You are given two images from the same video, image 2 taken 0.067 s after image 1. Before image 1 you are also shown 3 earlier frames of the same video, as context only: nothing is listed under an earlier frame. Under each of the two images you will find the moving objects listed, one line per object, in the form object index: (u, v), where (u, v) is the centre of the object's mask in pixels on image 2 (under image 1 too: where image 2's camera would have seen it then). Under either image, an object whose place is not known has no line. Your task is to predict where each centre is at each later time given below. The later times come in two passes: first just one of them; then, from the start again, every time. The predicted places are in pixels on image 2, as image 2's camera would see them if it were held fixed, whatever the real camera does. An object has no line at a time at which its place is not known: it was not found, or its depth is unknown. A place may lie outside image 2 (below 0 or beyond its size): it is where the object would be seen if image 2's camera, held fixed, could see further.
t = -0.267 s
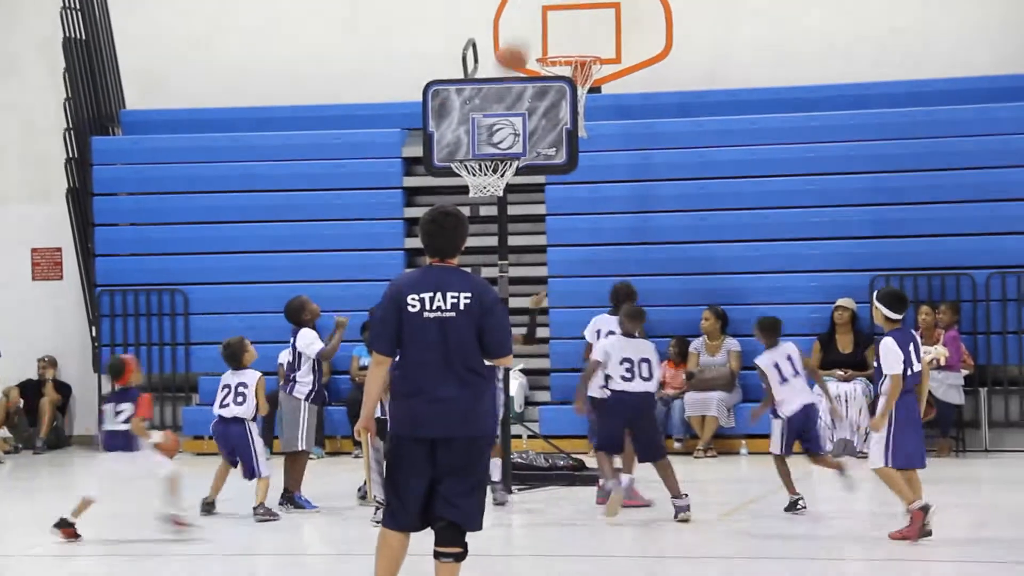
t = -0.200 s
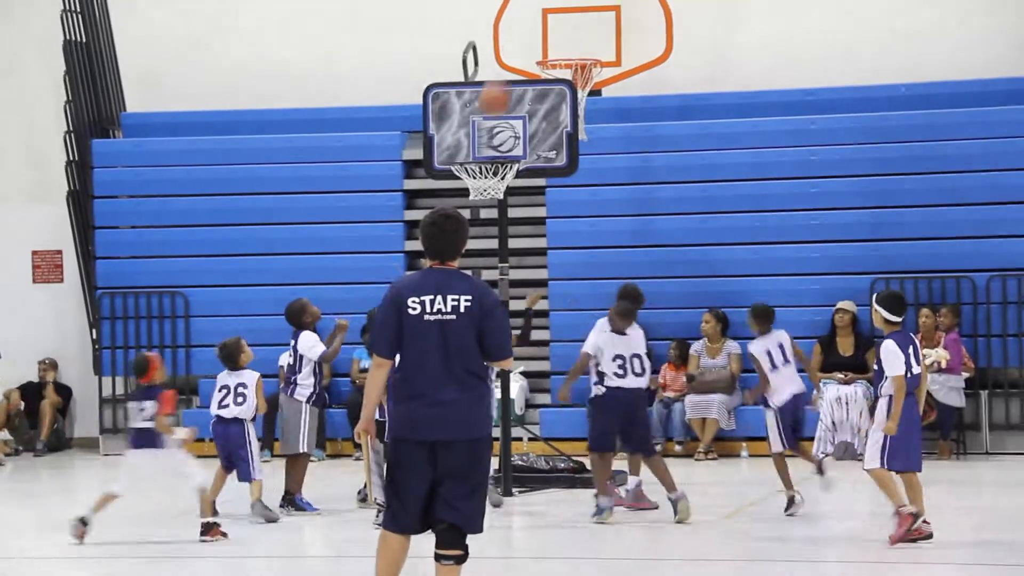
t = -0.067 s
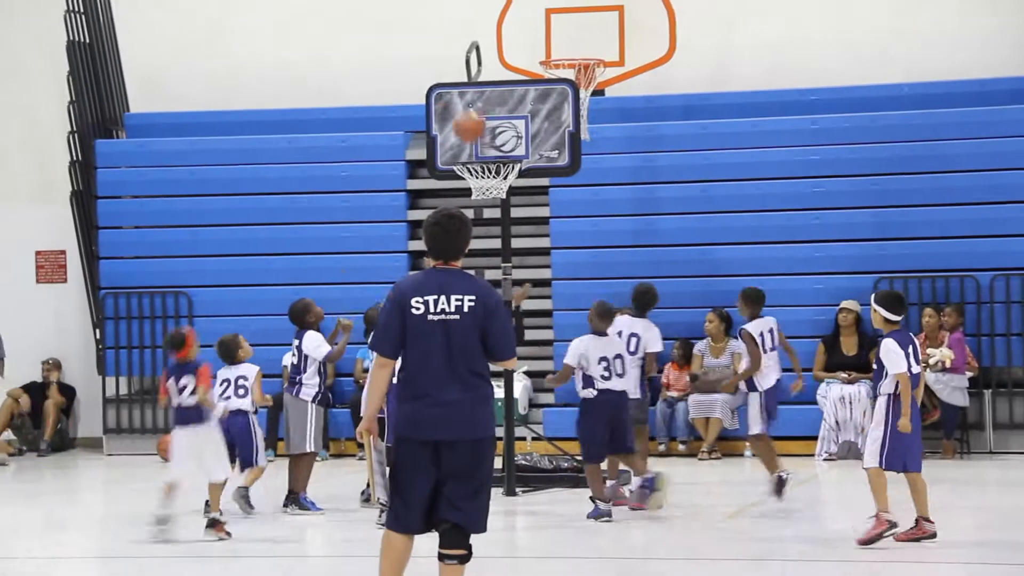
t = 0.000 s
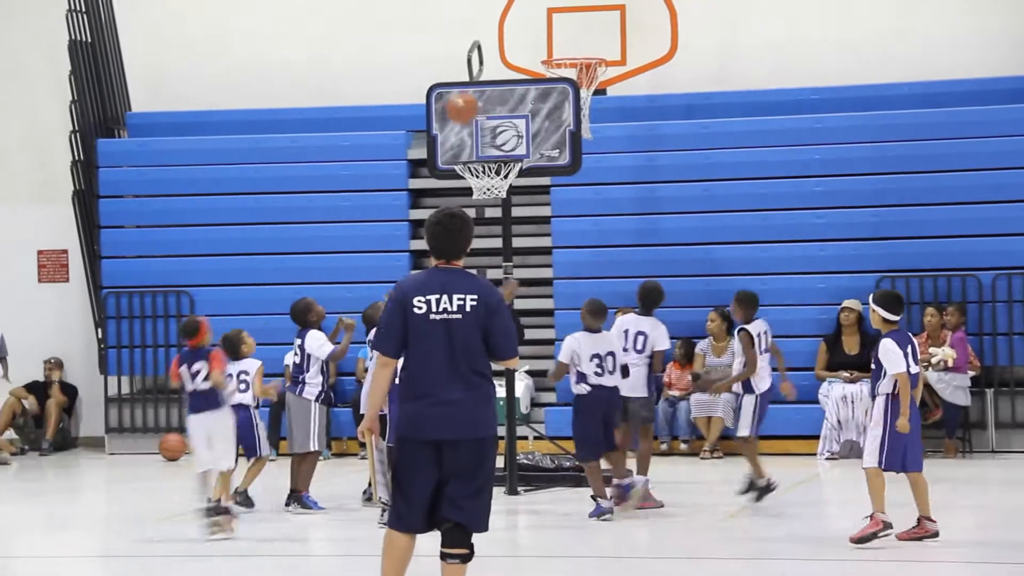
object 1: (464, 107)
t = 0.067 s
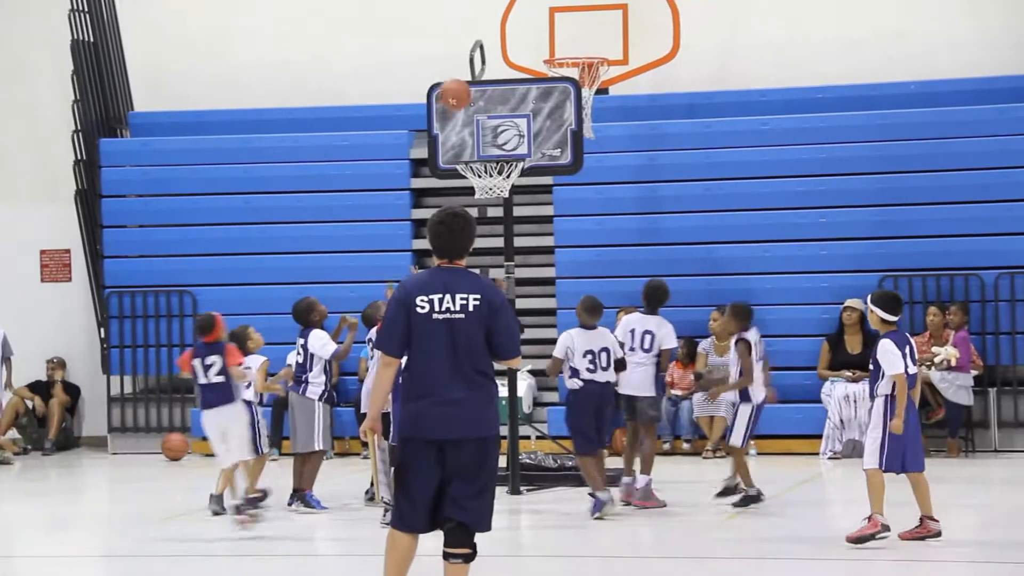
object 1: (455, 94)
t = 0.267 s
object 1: (427, 94)
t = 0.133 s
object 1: (445, 88)
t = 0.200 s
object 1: (436, 88)
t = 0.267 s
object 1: (427, 94)
